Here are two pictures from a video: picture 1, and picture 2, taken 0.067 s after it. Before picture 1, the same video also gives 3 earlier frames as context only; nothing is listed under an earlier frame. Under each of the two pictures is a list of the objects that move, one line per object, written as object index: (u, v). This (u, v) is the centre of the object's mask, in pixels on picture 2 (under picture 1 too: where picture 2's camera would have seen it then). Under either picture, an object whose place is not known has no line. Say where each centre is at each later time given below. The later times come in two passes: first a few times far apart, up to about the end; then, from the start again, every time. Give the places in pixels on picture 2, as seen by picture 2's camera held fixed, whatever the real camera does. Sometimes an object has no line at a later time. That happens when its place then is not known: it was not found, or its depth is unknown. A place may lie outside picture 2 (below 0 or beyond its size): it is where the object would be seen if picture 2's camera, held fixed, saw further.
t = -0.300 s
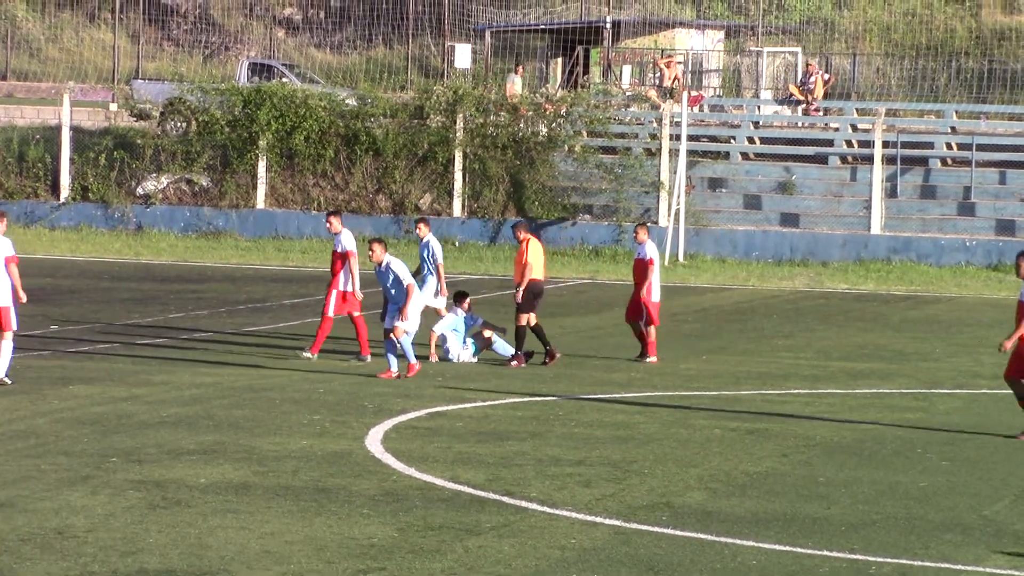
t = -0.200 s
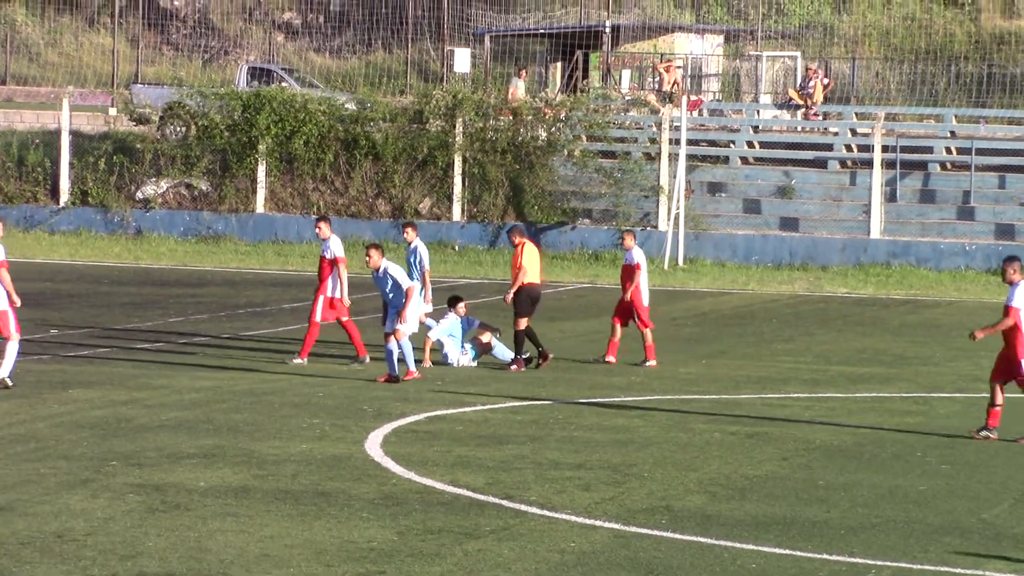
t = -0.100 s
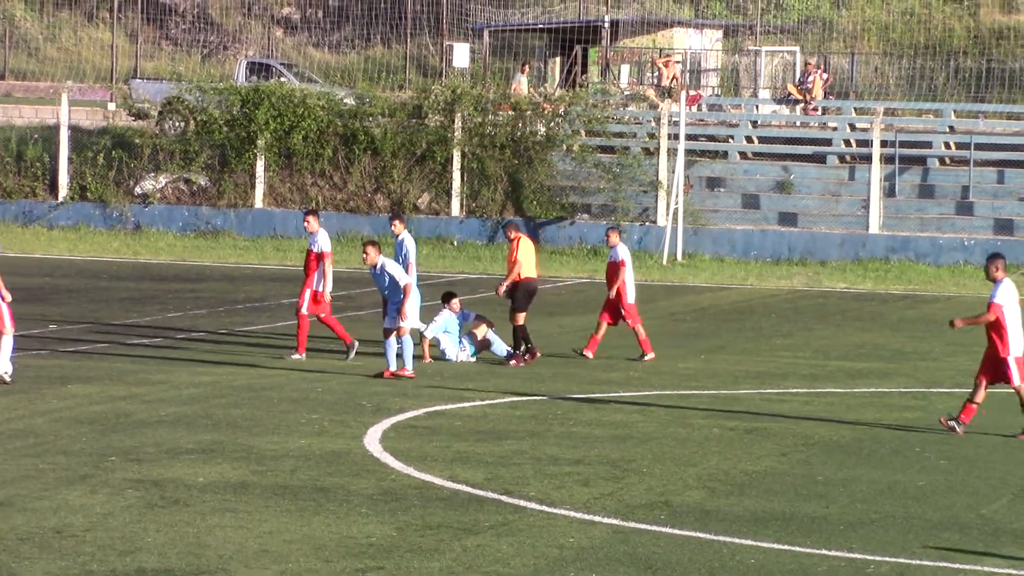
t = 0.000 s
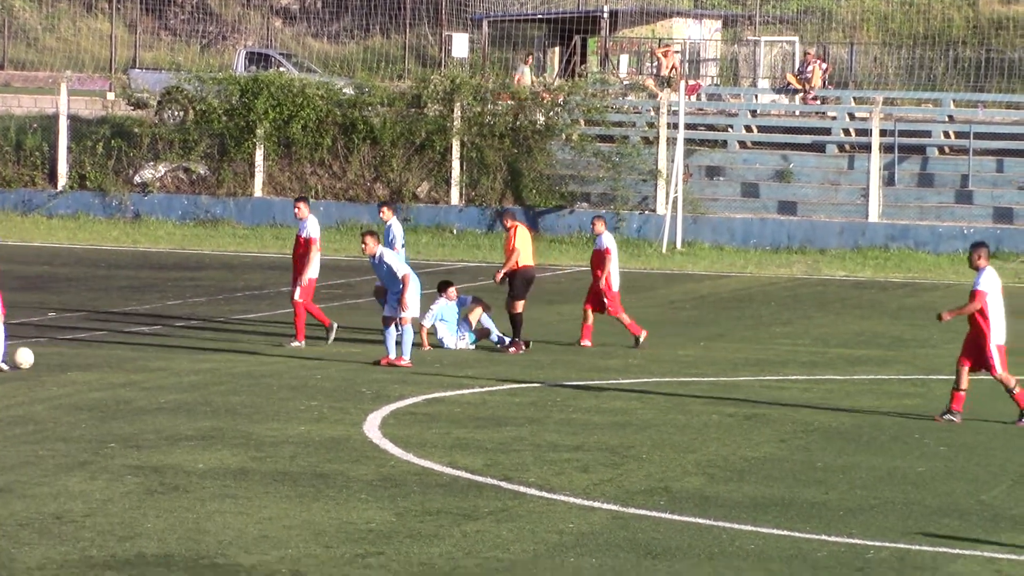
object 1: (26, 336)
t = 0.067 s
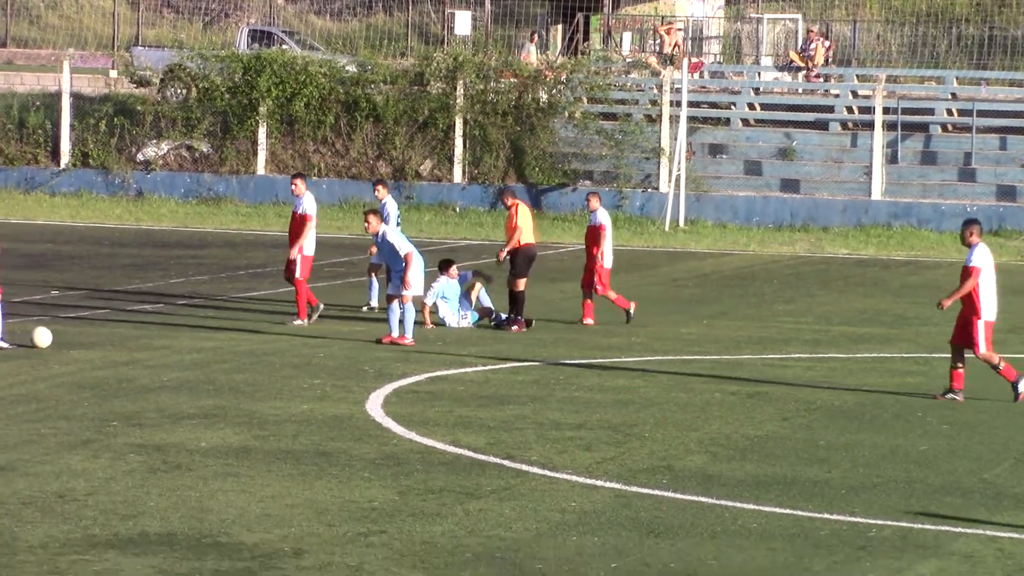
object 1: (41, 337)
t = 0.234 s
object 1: (79, 339)
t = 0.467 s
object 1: (130, 343)
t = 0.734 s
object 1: (187, 347)
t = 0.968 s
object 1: (237, 350)
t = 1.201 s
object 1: (285, 354)
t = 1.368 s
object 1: (318, 356)
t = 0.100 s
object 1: (49, 337)
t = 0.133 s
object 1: (57, 338)
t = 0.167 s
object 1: (64, 339)
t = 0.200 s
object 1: (72, 339)
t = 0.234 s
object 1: (79, 339)
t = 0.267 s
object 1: (86, 339)
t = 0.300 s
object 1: (94, 341)
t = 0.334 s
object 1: (102, 341)
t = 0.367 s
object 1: (109, 342)
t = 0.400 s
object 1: (116, 342)
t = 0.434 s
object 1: (123, 343)
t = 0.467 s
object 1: (130, 343)
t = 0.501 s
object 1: (137, 344)
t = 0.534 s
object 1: (144, 344)
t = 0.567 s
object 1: (151, 345)
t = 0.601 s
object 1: (158, 345)
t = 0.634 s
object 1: (166, 346)
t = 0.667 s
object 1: (174, 346)
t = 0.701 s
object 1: (180, 347)
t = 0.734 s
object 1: (187, 347)
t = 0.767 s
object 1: (194, 347)
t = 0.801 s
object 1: (201, 348)
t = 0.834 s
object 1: (209, 348)
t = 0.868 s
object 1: (216, 349)
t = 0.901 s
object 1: (223, 349)
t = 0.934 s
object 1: (230, 350)
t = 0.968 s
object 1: (237, 350)
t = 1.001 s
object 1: (243, 351)
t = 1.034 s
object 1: (250, 351)
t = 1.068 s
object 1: (257, 352)
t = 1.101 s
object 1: (264, 352)
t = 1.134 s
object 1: (271, 352)
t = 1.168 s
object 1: (278, 354)
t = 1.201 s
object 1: (285, 354)
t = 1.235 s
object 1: (292, 354)
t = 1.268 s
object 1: (298, 354)
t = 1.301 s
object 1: (305, 355)
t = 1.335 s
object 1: (311, 355)
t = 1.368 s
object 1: (318, 356)
